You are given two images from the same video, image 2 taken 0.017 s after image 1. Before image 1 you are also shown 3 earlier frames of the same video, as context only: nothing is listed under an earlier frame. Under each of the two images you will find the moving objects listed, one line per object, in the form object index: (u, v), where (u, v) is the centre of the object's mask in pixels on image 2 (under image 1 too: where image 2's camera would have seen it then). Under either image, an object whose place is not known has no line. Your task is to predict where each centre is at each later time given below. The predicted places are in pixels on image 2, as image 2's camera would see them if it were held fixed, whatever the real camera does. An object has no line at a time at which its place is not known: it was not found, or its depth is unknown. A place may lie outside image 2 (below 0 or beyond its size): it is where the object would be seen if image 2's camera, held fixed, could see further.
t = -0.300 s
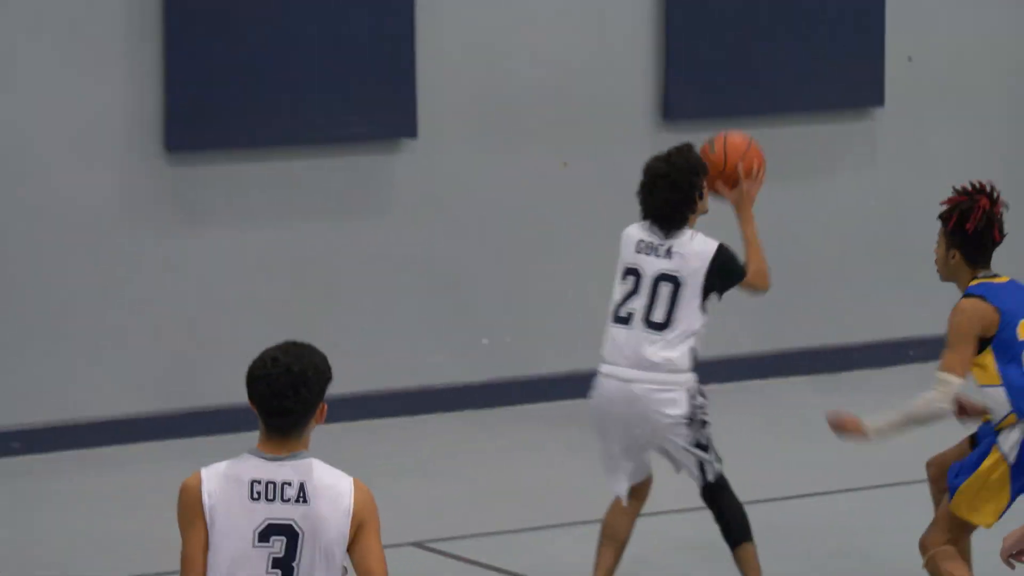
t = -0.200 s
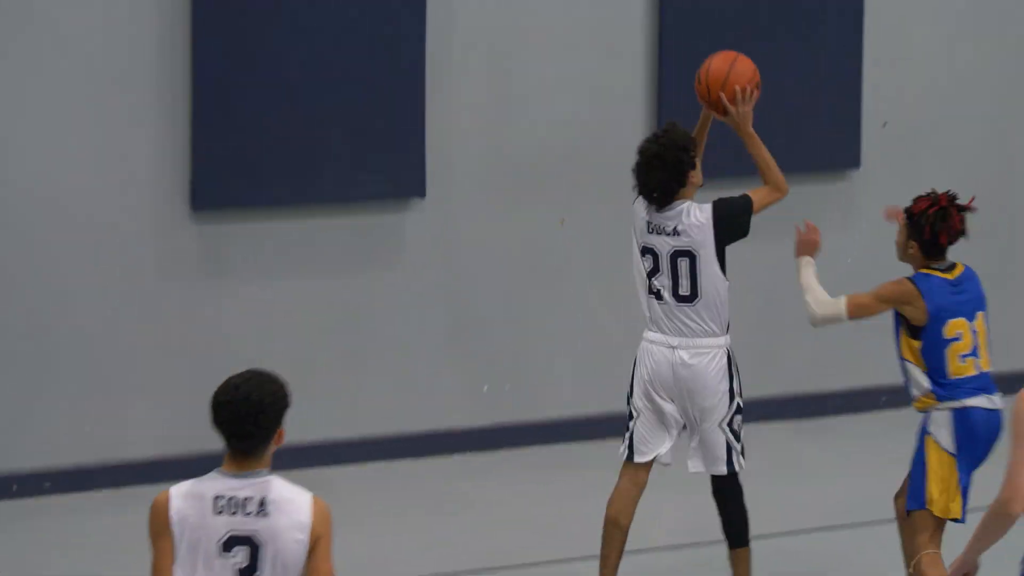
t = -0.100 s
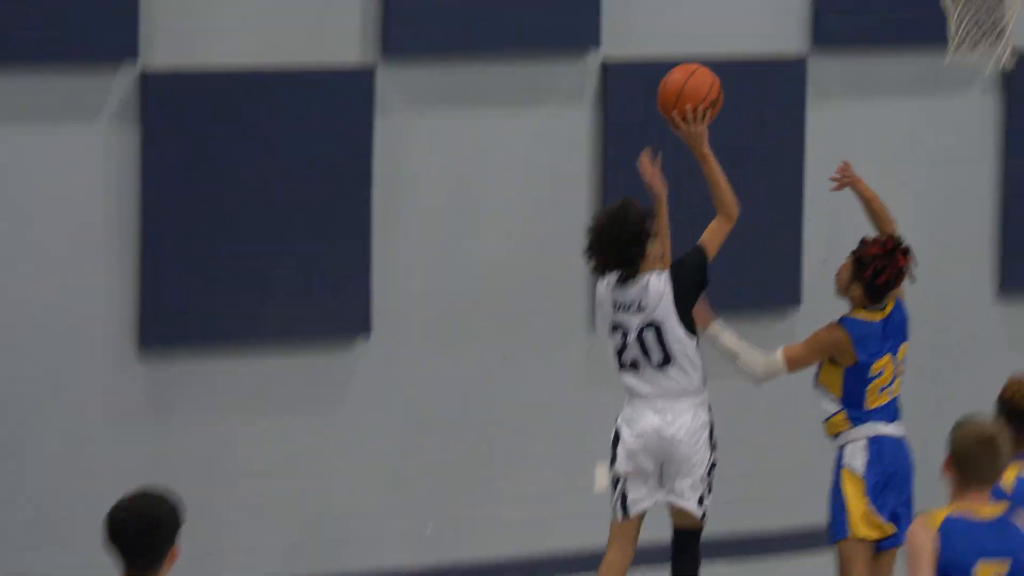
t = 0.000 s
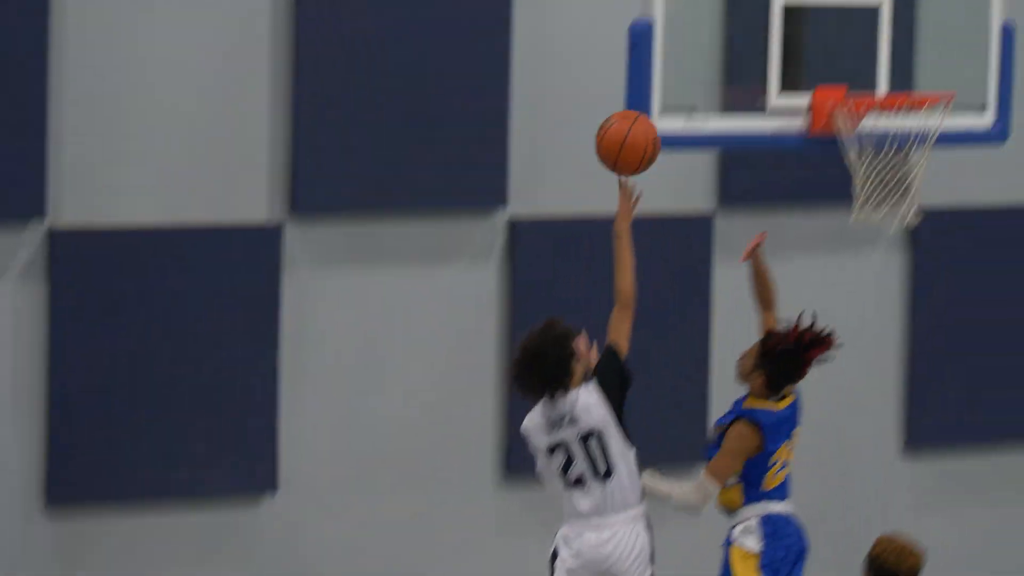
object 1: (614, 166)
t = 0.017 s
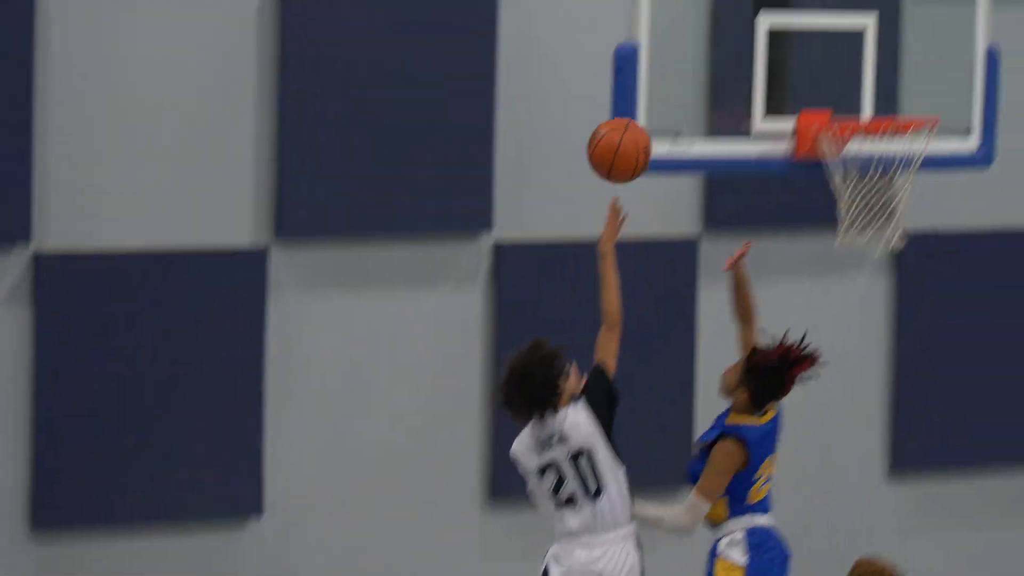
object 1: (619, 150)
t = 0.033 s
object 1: (624, 135)
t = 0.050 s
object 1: (630, 121)
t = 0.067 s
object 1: (636, 107)
